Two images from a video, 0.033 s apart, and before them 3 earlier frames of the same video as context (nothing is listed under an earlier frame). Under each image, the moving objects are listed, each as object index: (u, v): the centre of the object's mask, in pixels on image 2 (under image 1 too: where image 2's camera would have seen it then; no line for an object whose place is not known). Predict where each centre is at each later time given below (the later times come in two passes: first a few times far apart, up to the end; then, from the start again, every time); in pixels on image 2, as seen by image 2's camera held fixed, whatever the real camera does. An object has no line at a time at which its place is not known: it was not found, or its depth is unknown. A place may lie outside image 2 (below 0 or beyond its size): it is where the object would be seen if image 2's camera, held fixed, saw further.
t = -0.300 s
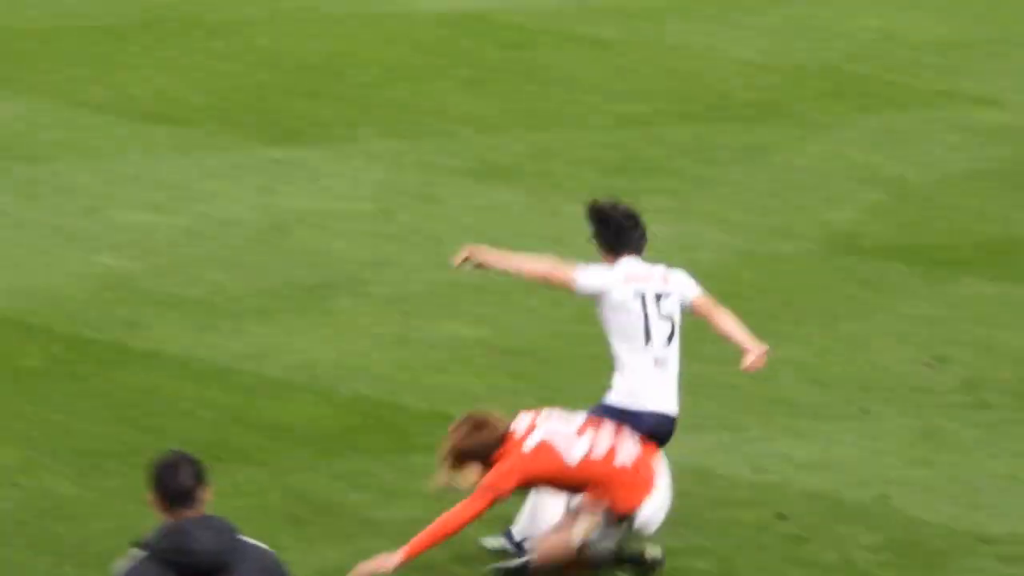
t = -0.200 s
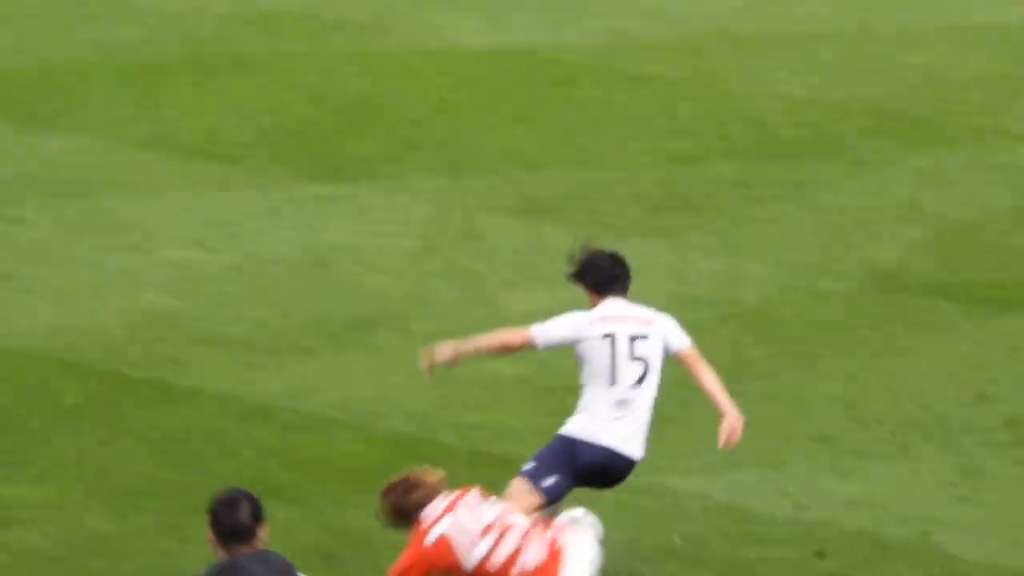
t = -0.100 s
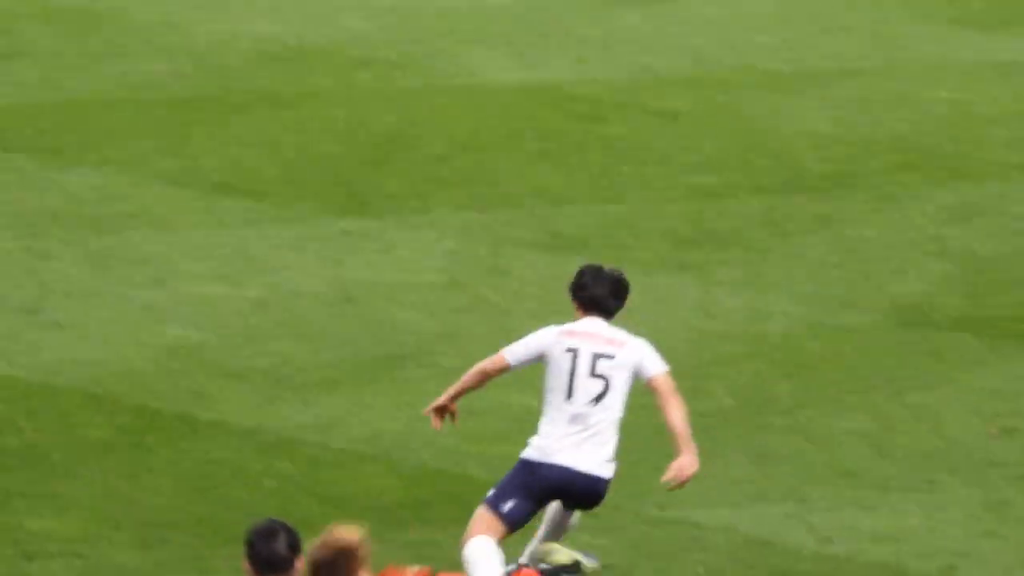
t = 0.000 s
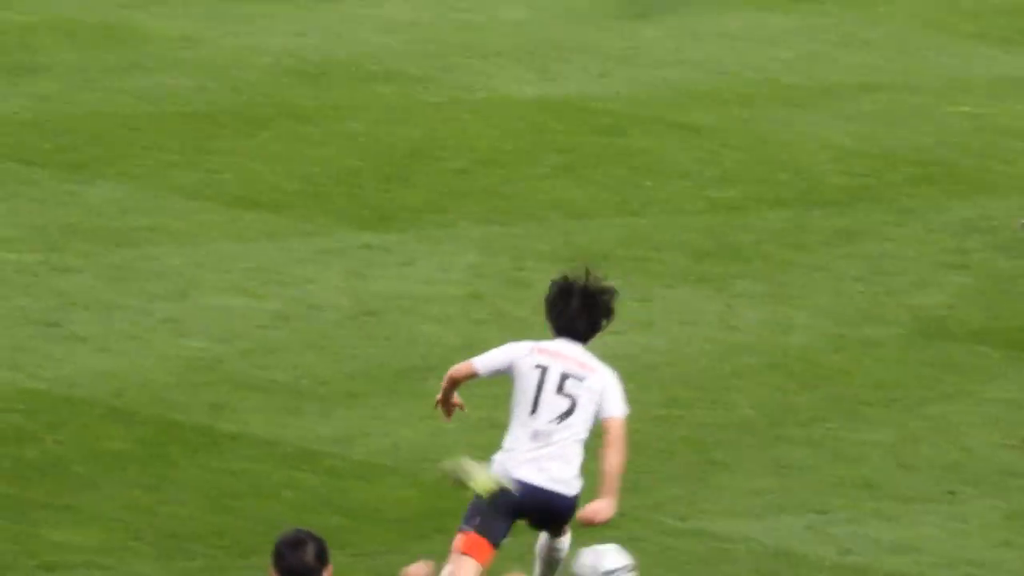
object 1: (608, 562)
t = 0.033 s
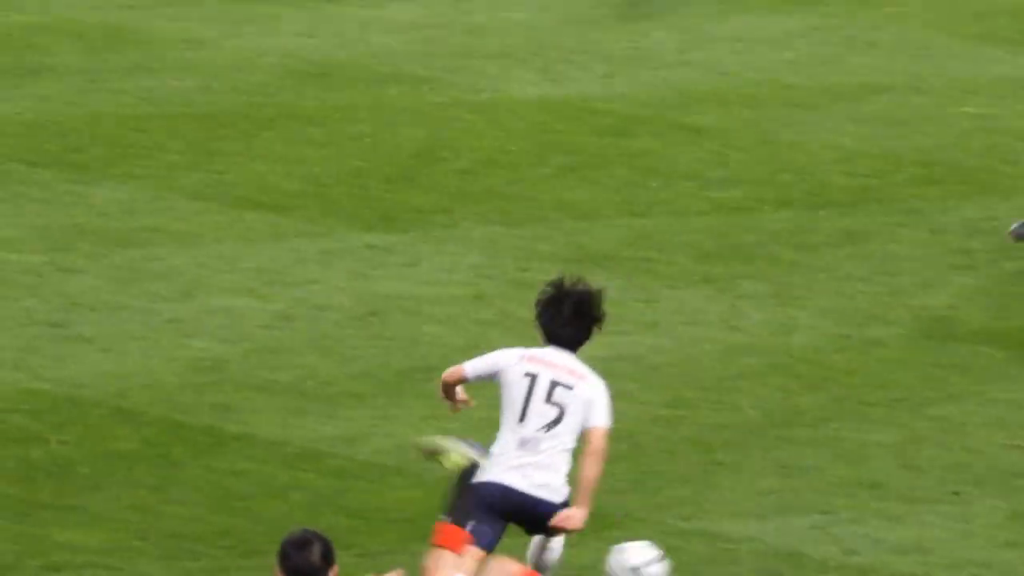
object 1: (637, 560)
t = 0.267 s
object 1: (812, 540)
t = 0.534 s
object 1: (967, 523)
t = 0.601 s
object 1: (998, 519)
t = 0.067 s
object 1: (665, 559)
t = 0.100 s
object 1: (692, 560)
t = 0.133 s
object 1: (718, 557)
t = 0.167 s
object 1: (741, 551)
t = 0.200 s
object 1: (763, 546)
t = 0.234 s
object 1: (788, 542)
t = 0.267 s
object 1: (812, 540)
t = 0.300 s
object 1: (836, 543)
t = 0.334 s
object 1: (857, 541)
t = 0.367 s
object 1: (878, 536)
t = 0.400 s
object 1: (897, 532)
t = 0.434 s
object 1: (916, 531)
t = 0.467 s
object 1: (934, 529)
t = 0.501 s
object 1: (952, 526)
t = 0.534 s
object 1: (967, 523)
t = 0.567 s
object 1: (983, 520)
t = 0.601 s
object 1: (998, 519)
